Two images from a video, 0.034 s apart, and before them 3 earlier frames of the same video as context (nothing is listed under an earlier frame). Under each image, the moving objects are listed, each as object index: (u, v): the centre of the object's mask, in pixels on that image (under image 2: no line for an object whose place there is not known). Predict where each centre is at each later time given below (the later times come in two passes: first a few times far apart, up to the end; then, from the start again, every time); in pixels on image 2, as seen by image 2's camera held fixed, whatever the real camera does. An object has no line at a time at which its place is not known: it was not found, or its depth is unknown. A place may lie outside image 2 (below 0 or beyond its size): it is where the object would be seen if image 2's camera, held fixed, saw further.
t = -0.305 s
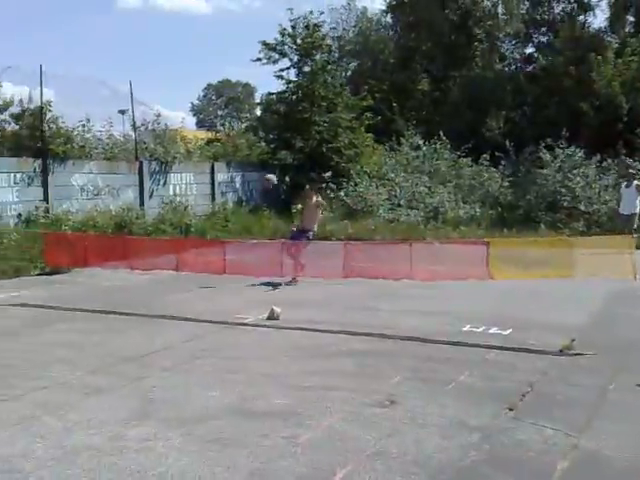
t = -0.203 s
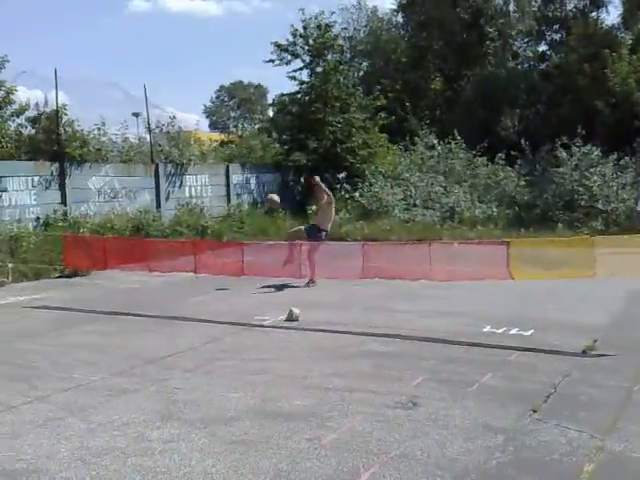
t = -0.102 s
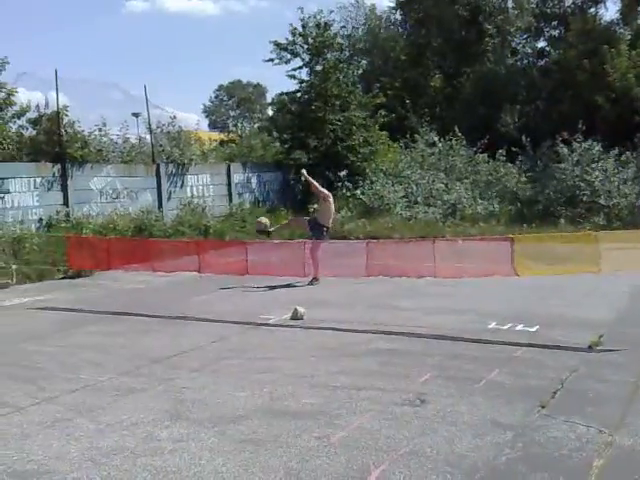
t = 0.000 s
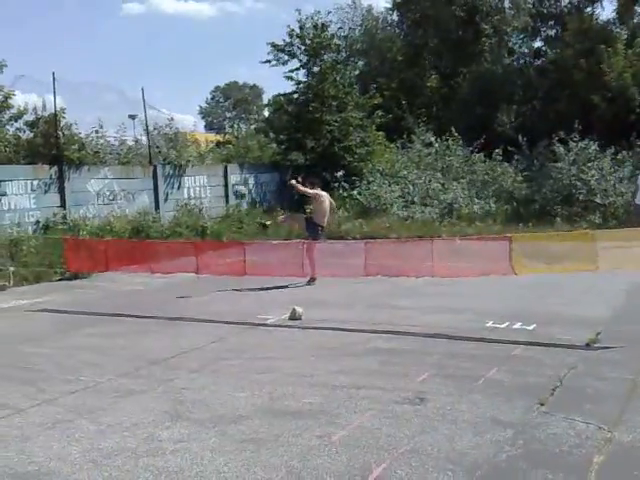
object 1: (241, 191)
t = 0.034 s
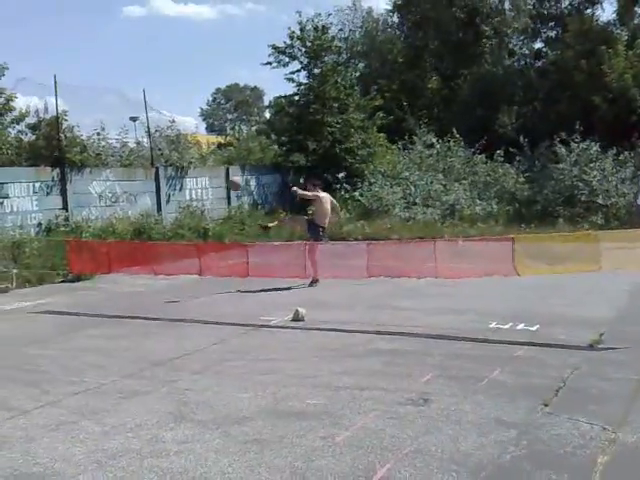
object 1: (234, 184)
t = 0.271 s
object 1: (176, 121)
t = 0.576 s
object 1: (82, 95)
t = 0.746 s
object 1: (12, 115)
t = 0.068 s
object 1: (227, 173)
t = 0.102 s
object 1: (220, 163)
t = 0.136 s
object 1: (213, 153)
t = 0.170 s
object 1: (203, 144)
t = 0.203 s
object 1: (195, 136)
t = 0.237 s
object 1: (186, 127)
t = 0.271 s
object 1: (176, 121)
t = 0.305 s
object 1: (167, 114)
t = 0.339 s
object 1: (157, 108)
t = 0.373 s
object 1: (147, 103)
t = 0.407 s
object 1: (137, 100)
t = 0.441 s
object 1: (127, 96)
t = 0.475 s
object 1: (117, 94)
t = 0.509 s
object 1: (106, 93)
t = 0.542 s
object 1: (93, 94)
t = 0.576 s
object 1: (82, 95)
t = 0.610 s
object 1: (71, 97)
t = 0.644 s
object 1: (57, 100)
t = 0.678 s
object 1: (44, 104)
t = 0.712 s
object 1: (33, 112)
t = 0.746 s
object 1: (12, 115)
